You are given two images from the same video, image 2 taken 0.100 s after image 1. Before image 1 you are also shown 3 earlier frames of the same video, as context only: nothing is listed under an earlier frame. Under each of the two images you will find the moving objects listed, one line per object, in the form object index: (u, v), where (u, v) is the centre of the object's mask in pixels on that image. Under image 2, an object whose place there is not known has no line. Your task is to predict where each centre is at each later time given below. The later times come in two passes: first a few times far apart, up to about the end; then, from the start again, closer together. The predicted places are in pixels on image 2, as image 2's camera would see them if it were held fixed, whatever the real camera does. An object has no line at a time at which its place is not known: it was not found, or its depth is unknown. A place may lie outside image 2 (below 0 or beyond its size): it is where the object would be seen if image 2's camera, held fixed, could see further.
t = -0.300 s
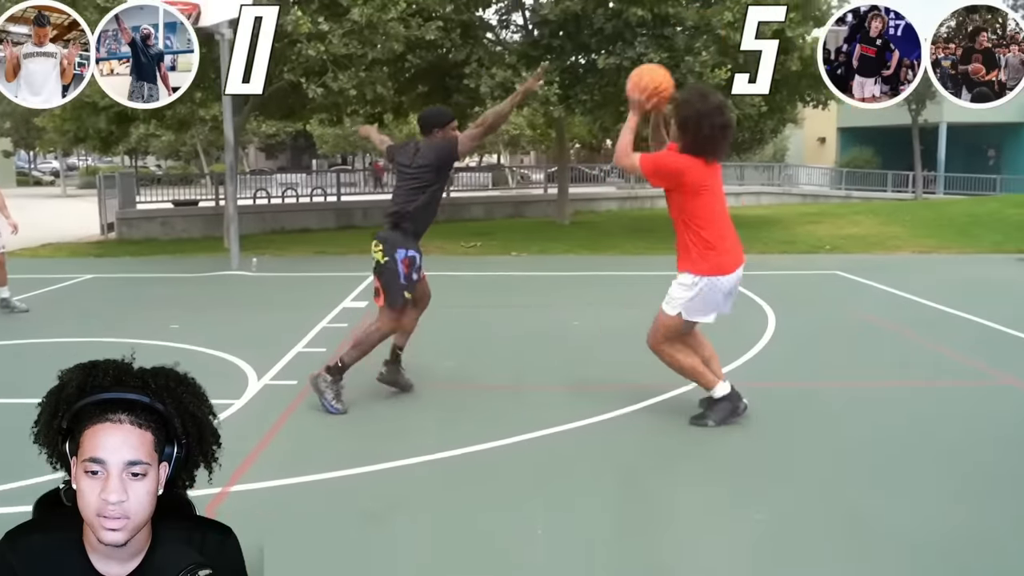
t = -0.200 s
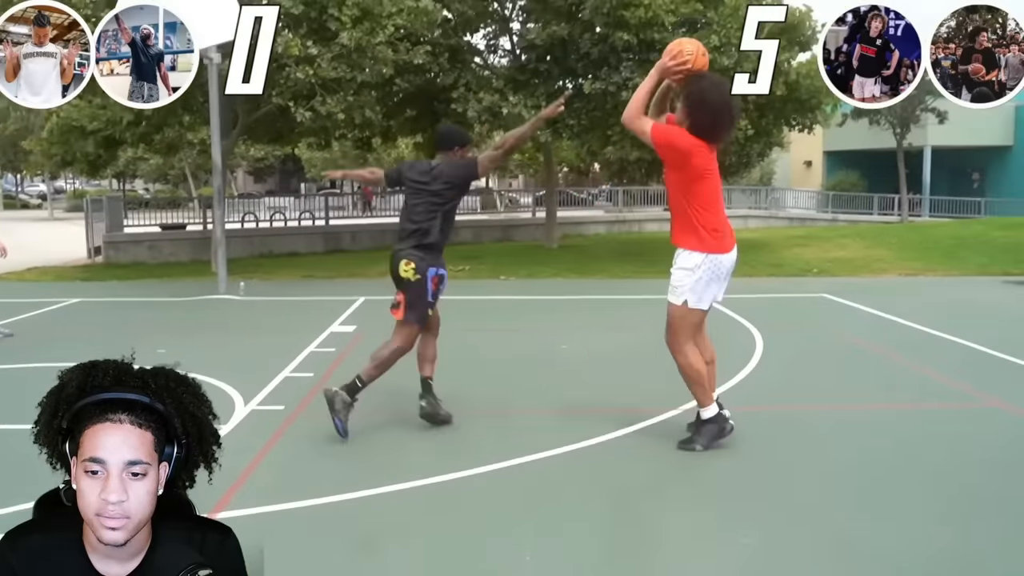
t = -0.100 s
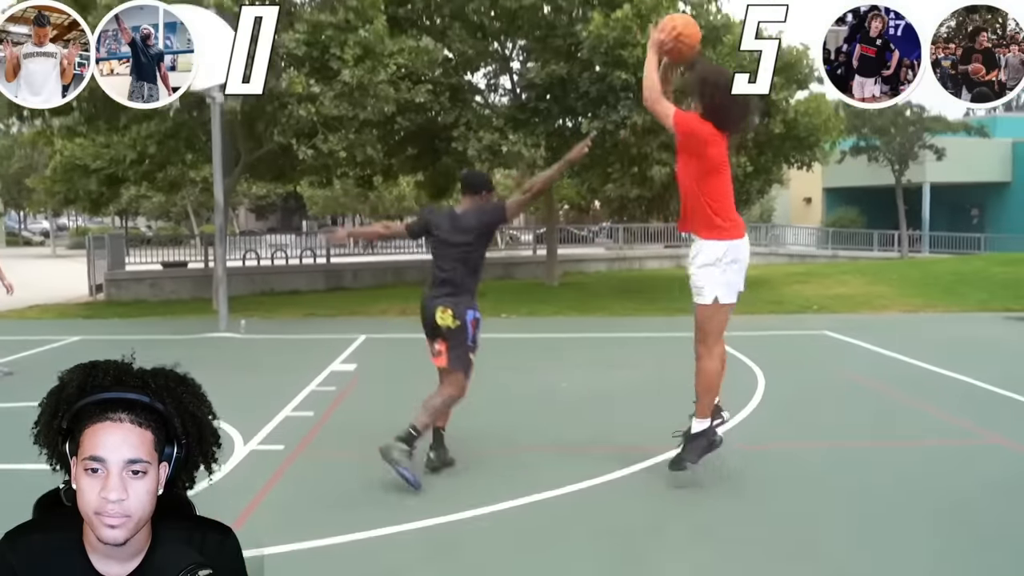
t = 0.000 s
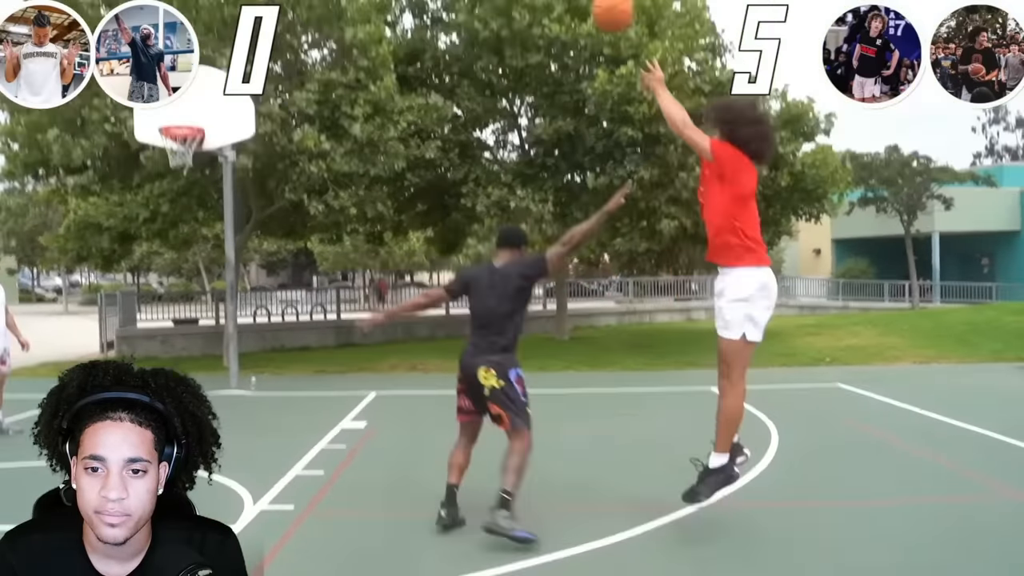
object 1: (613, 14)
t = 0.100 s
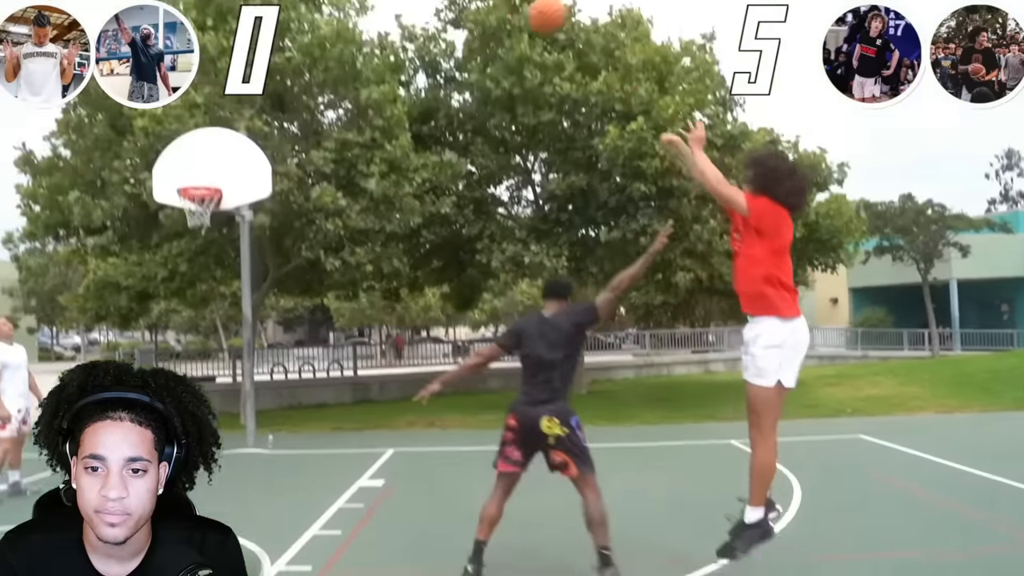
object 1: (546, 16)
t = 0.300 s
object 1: (429, -25)
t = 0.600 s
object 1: (308, 10)
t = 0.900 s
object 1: (221, 118)
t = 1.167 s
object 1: (226, 162)
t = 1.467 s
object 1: (282, 112)
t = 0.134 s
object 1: (525, 3)
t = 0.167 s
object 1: (504, -6)
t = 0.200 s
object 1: (484, -12)
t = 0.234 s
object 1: (465, -19)
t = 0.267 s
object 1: (446, -23)
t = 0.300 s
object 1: (429, -25)
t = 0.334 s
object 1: (412, -26)
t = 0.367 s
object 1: (397, -25)
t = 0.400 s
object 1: (382, -24)
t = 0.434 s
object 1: (368, -21)
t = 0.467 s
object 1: (354, -17)
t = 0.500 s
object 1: (342, -11)
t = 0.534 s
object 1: (332, -5)
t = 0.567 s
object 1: (319, 2)
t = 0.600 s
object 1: (308, 10)
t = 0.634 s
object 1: (296, 19)
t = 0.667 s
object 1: (286, 29)
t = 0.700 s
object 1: (276, 39)
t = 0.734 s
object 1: (265, 50)
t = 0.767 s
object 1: (256, 63)
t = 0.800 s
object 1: (247, 77)
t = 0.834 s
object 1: (238, 89)
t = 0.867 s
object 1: (229, 104)
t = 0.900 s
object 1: (221, 118)
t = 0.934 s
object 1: (212, 134)
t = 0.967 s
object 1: (204, 151)
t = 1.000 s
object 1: (196, 168)
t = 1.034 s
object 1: (188, 183)
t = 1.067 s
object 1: (200, 183)
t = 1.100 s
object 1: (213, 182)
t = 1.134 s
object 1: (219, 173)
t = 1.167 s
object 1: (226, 162)
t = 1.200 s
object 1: (232, 152)
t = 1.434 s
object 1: (275, 114)
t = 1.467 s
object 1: (282, 112)
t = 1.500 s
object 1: (287, 113)
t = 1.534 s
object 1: (293, 113)
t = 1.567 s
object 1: (299, 114)
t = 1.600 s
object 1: (305, 115)
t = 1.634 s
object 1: (313, 120)
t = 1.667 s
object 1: (318, 123)
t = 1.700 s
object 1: (324, 128)
